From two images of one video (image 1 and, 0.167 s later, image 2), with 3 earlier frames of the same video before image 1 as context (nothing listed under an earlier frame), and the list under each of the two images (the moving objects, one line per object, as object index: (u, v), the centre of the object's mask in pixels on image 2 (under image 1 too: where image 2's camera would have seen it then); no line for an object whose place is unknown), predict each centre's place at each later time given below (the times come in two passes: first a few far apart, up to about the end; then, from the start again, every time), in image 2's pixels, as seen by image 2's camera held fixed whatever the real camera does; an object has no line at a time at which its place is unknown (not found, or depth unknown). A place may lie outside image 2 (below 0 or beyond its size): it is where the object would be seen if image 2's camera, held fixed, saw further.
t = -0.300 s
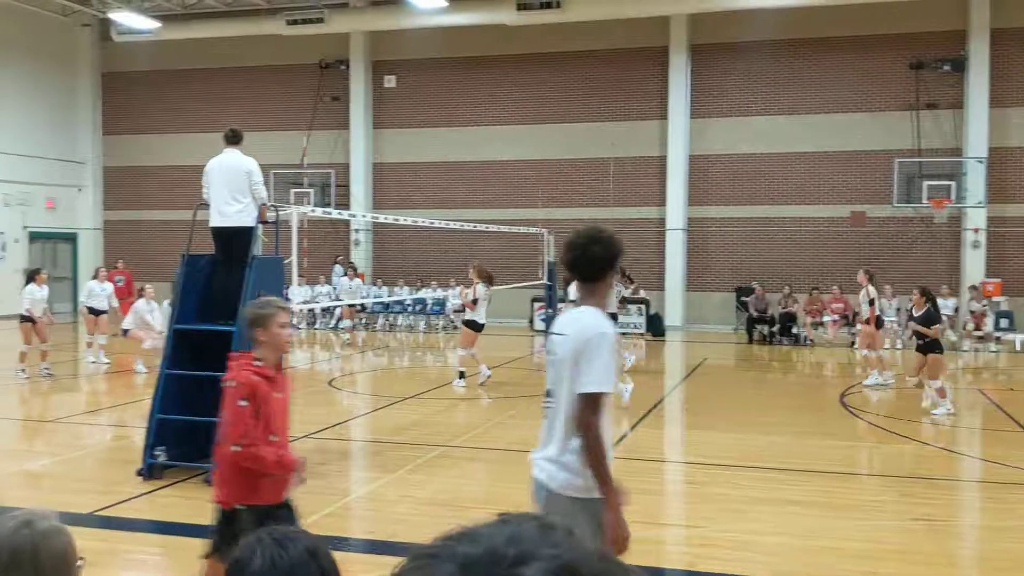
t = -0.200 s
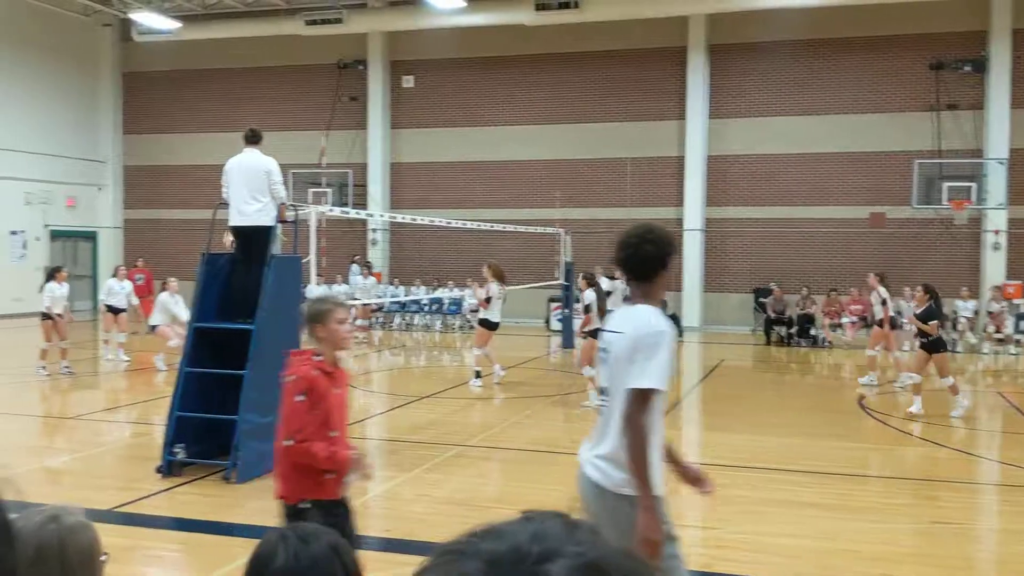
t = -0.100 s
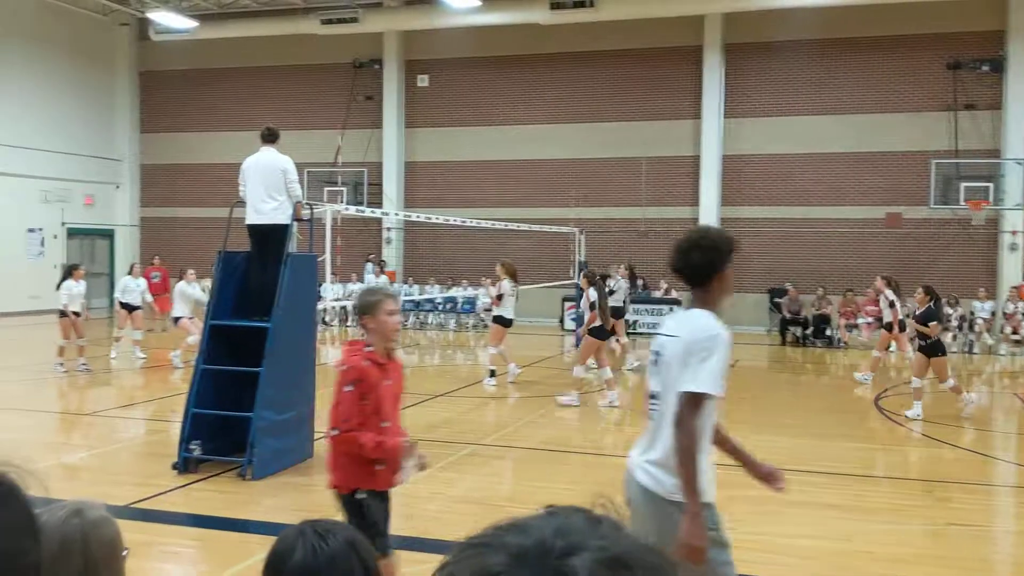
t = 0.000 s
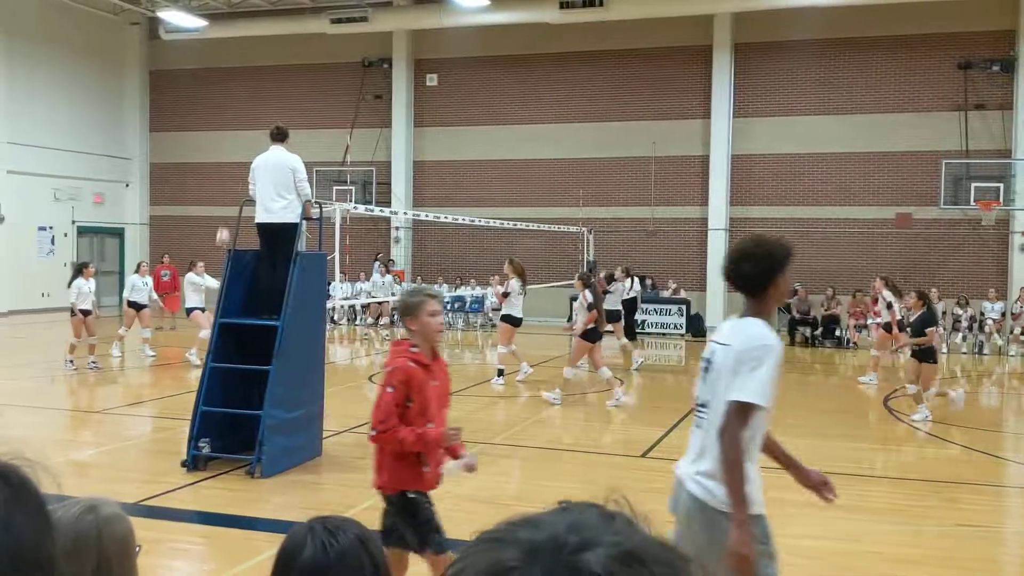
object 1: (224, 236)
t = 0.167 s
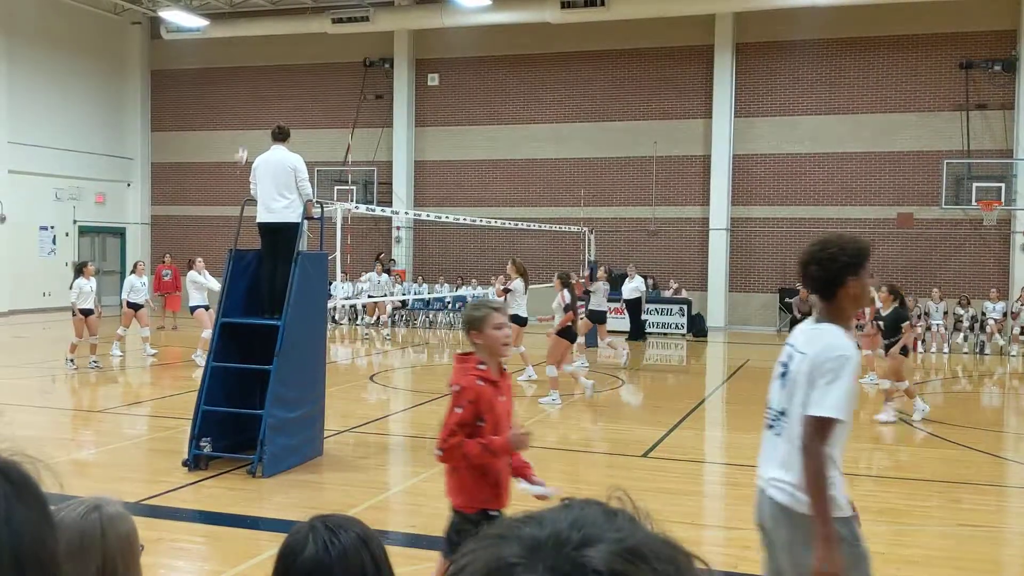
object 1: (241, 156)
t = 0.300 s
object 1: (255, 106)
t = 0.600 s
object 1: (284, 36)
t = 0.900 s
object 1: (311, 24)
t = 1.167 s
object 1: (336, 64)
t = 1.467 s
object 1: (361, 160)
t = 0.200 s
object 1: (245, 142)
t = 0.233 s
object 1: (248, 129)
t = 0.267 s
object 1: (252, 117)
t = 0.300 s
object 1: (255, 106)
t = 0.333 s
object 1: (259, 95)
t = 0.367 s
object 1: (262, 85)
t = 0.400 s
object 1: (265, 76)
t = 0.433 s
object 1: (268, 67)
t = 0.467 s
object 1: (271, 60)
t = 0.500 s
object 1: (275, 52)
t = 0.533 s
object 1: (278, 46)
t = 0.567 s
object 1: (281, 41)
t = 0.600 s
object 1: (284, 36)
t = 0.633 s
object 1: (287, 31)
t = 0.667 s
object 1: (290, 28)
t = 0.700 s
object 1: (293, 25)
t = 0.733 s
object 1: (297, 23)
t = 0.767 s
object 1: (300, 22)
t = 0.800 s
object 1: (302, 21)
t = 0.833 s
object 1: (306, 21)
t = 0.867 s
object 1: (308, 22)
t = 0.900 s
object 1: (311, 24)
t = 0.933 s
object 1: (315, 26)
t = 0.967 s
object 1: (318, 30)
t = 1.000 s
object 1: (321, 33)
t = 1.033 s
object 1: (324, 37)
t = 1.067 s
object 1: (327, 42)
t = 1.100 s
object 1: (330, 49)
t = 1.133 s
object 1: (332, 56)
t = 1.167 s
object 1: (336, 64)
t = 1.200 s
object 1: (339, 71)
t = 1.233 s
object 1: (342, 80)
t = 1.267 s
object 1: (344, 89)
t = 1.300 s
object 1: (348, 99)
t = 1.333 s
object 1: (350, 110)
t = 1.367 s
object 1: (353, 122)
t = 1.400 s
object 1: (356, 132)
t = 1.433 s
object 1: (357, 145)
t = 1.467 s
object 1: (361, 160)
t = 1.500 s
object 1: (364, 175)
